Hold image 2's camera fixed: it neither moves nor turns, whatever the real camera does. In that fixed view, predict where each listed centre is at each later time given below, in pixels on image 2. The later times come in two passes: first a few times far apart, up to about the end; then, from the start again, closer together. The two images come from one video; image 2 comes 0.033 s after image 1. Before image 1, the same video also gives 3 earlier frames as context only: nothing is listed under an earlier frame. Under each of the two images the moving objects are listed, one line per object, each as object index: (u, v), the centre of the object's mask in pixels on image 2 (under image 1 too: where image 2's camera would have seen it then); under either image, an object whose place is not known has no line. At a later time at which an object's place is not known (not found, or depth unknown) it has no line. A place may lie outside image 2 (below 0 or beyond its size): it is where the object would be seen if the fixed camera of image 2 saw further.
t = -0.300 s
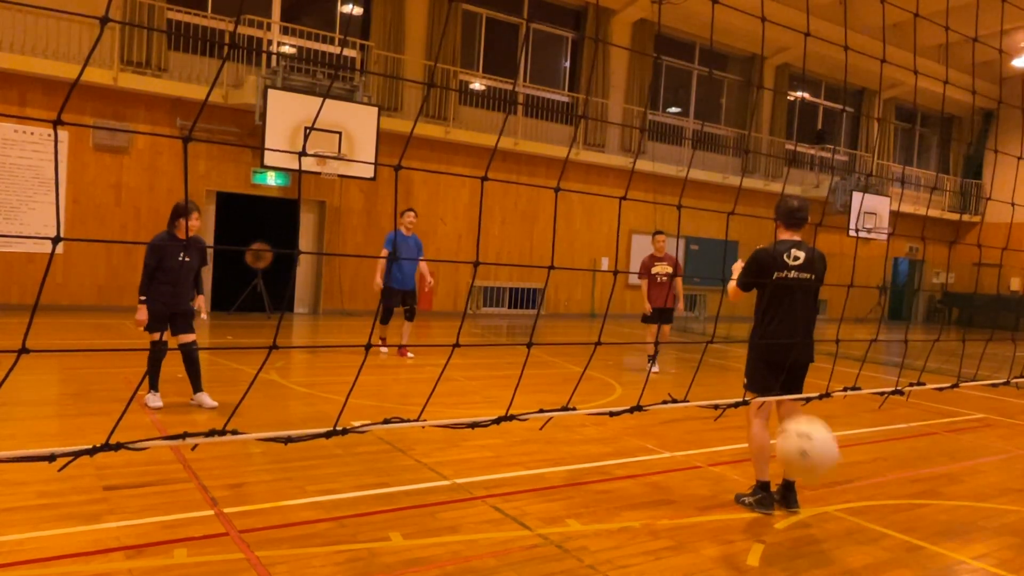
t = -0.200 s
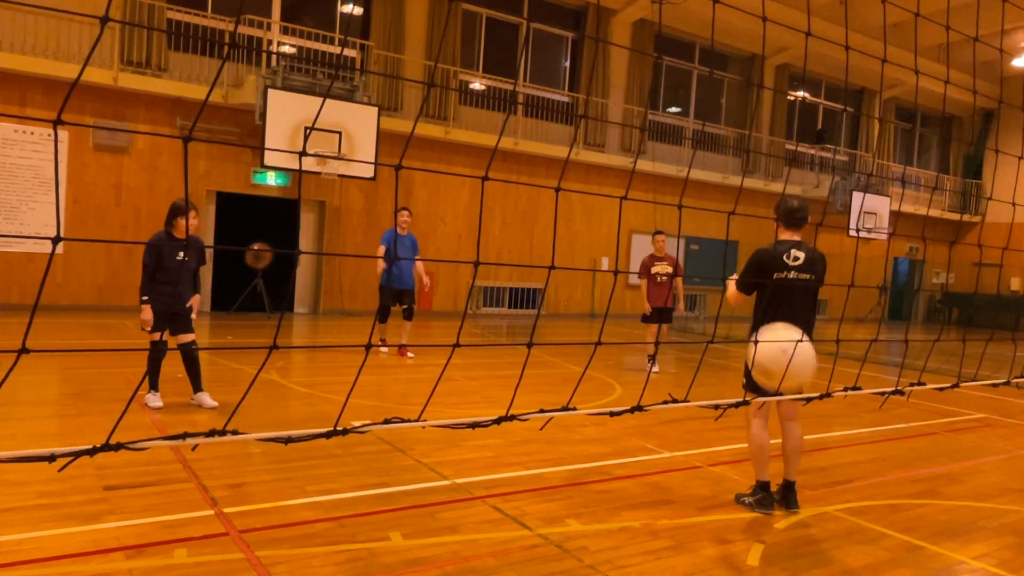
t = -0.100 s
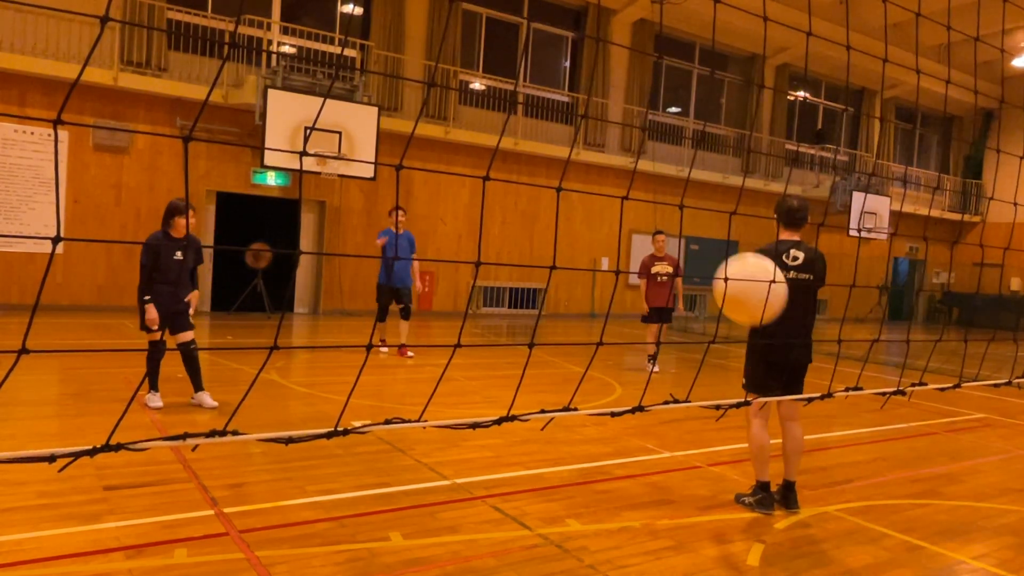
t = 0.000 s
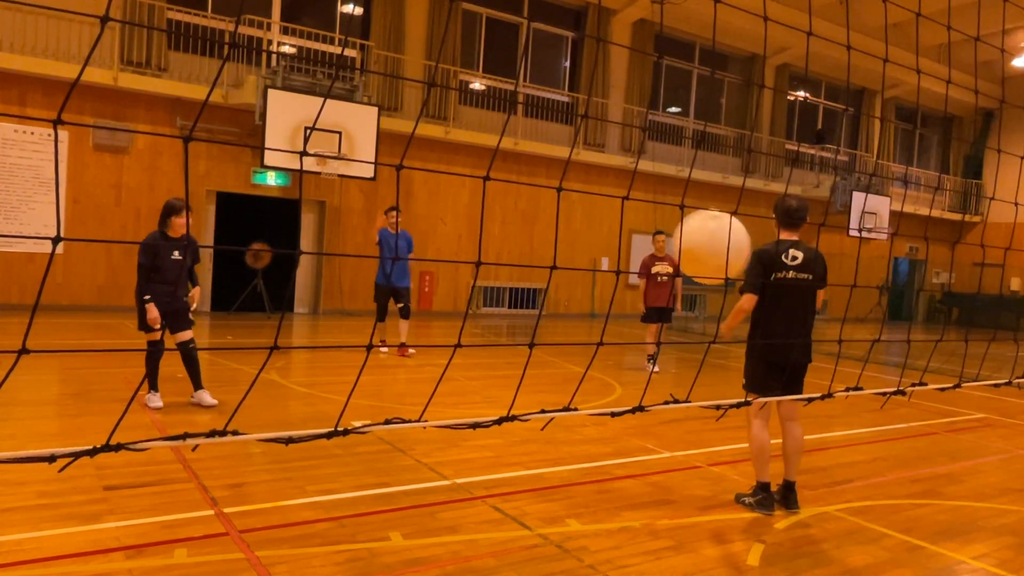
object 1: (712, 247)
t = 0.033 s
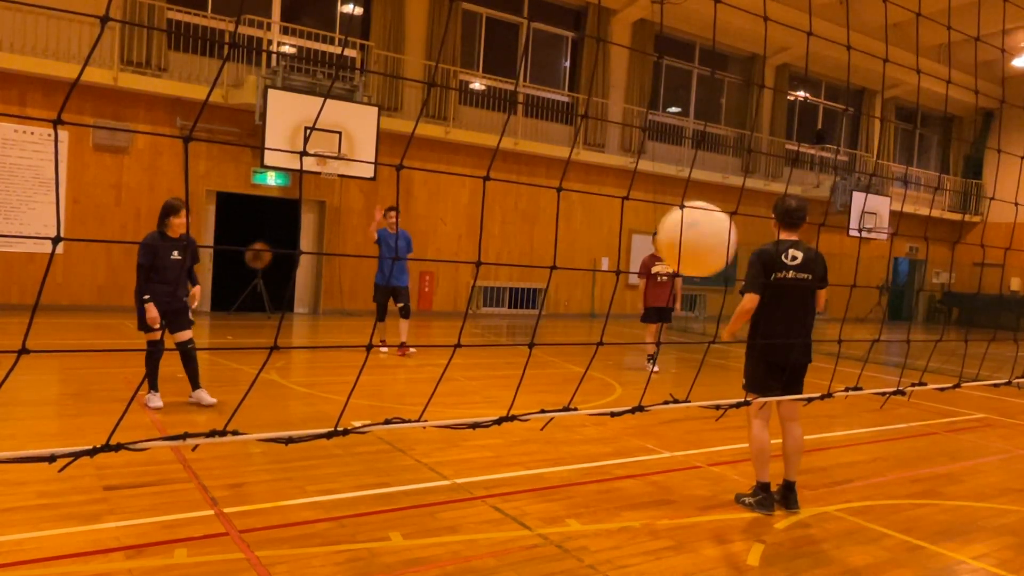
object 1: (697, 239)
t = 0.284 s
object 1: (555, 321)
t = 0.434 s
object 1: (432, 527)
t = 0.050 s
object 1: (689, 237)
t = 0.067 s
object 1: (681, 236)
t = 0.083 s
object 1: (673, 235)
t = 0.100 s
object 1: (665, 236)
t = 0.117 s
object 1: (656, 238)
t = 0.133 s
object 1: (647, 241)
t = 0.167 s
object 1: (629, 250)
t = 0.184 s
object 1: (619, 256)
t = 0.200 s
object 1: (609, 264)
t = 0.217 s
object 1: (598, 273)
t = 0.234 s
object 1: (588, 283)
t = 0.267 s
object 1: (565, 304)
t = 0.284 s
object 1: (555, 321)
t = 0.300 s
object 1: (543, 334)
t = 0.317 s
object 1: (532, 349)
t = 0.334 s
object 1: (518, 369)
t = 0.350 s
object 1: (503, 384)
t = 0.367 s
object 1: (490, 418)
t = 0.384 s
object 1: (476, 442)
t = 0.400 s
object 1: (463, 470)
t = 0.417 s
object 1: (448, 497)
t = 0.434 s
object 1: (432, 527)
